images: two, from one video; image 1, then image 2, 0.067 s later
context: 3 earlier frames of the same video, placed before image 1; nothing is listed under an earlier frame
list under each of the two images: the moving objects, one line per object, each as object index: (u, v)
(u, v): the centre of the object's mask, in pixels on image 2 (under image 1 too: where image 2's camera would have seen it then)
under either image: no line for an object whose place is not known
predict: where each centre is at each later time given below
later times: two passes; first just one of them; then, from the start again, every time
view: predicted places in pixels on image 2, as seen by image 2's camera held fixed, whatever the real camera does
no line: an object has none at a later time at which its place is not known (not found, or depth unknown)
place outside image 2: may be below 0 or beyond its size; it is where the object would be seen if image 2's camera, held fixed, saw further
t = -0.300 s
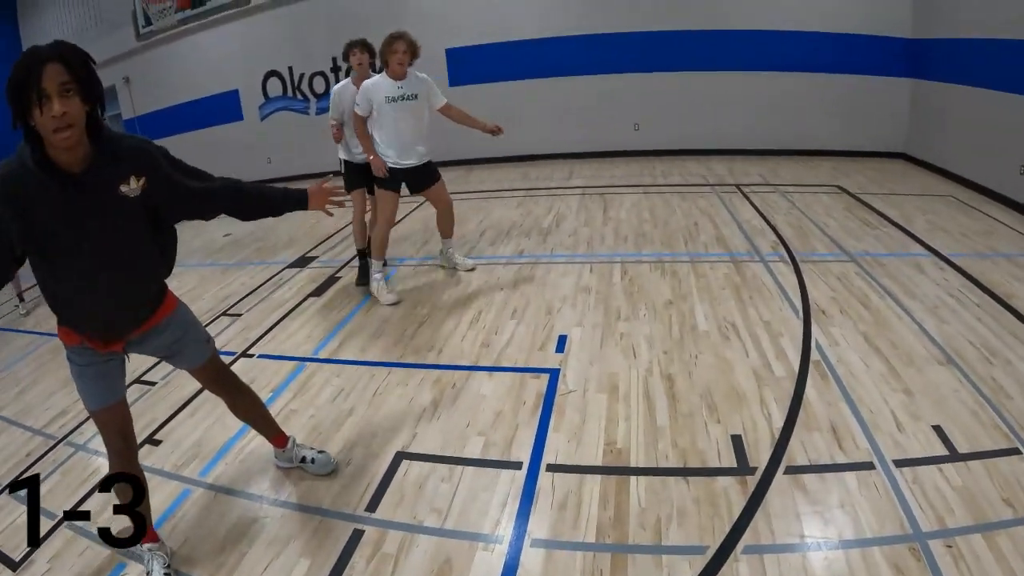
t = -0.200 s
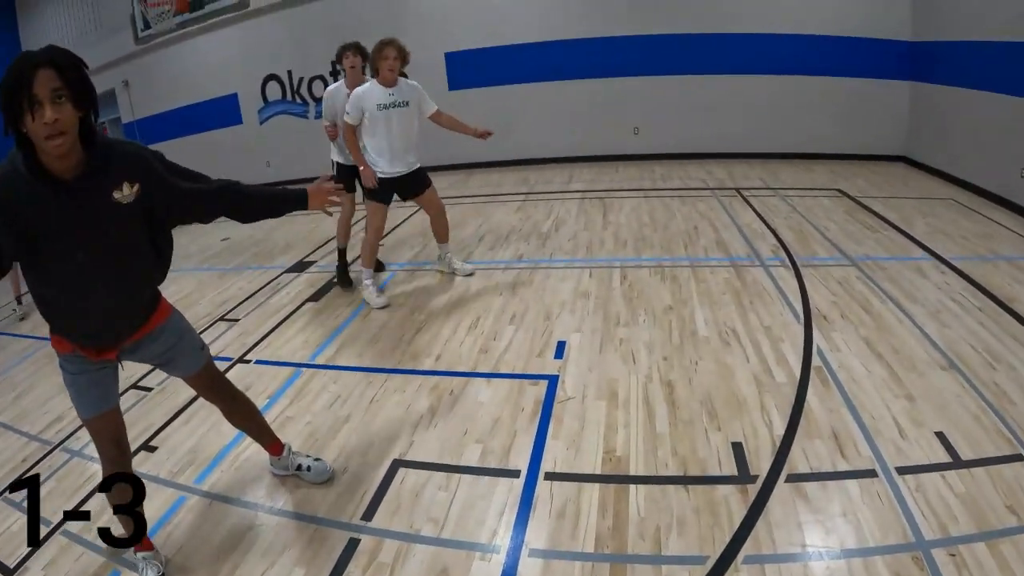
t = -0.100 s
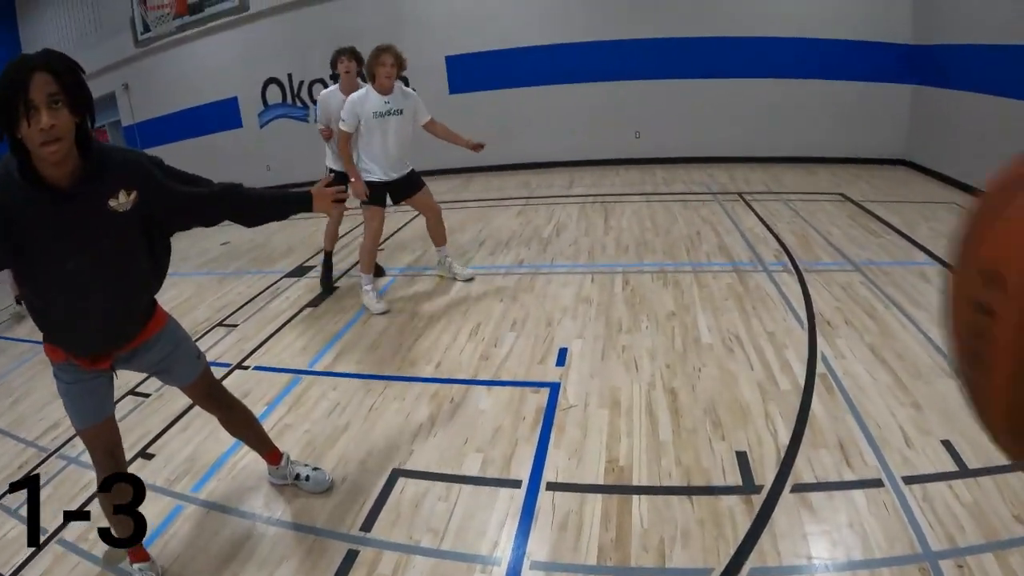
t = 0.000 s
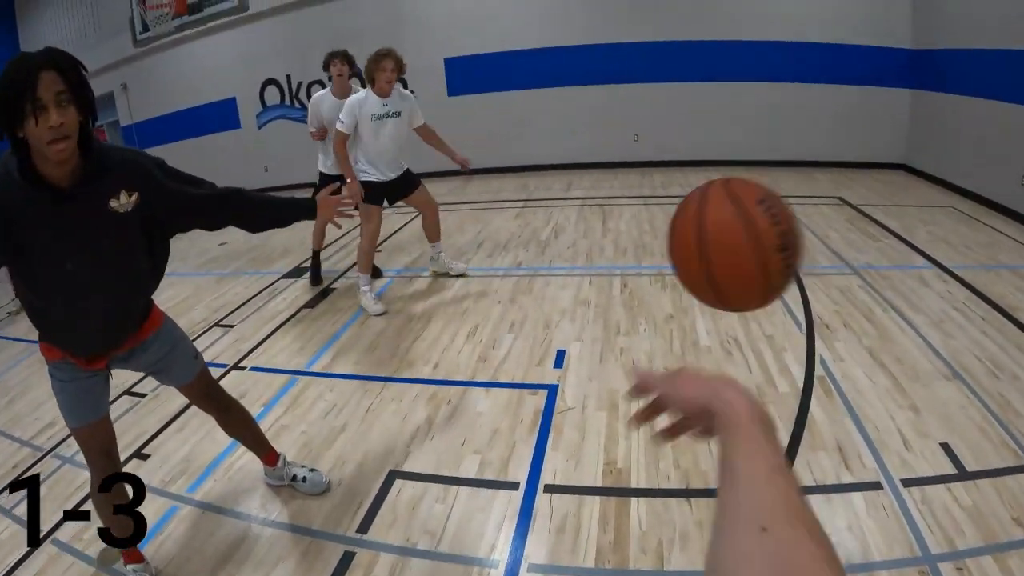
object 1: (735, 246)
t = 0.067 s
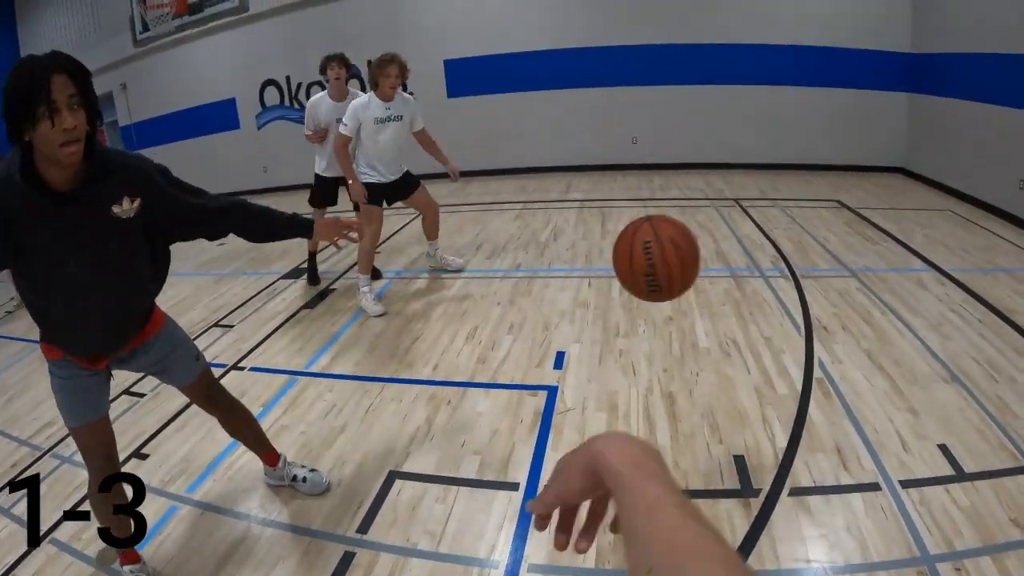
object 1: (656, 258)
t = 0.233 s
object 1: (586, 302)
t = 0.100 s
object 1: (634, 266)
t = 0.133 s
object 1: (617, 275)
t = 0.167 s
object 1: (604, 284)
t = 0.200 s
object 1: (594, 293)
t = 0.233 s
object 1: (586, 302)
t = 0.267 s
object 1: (579, 311)
